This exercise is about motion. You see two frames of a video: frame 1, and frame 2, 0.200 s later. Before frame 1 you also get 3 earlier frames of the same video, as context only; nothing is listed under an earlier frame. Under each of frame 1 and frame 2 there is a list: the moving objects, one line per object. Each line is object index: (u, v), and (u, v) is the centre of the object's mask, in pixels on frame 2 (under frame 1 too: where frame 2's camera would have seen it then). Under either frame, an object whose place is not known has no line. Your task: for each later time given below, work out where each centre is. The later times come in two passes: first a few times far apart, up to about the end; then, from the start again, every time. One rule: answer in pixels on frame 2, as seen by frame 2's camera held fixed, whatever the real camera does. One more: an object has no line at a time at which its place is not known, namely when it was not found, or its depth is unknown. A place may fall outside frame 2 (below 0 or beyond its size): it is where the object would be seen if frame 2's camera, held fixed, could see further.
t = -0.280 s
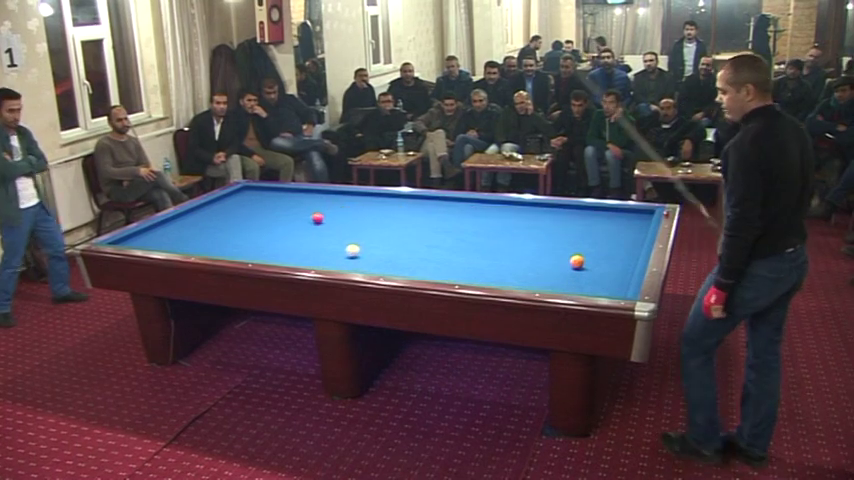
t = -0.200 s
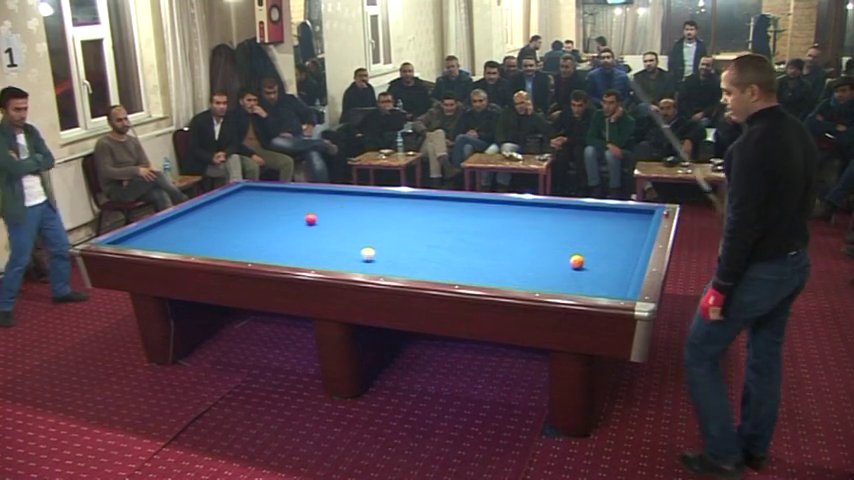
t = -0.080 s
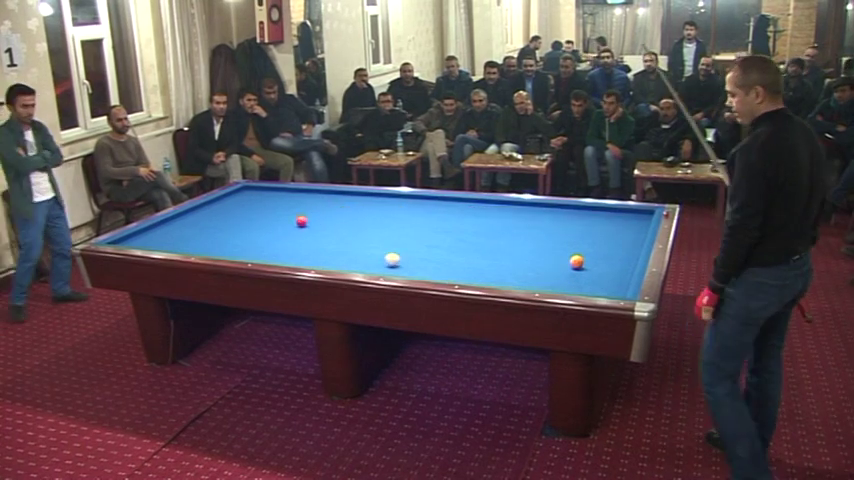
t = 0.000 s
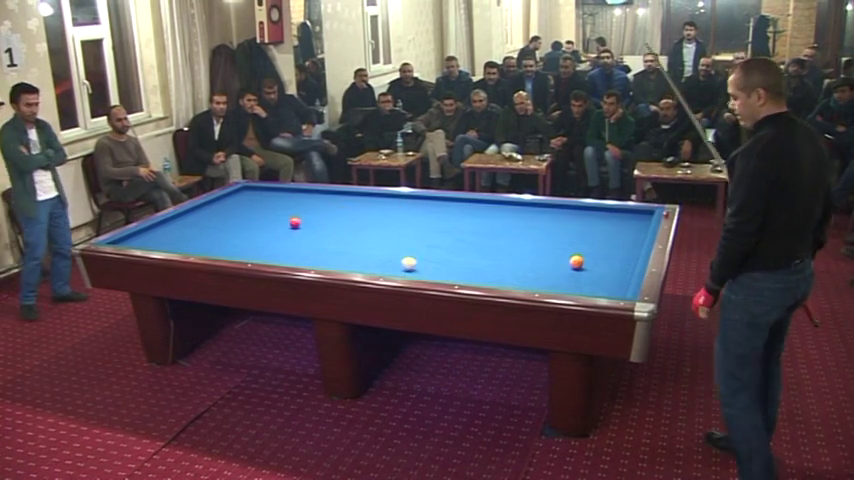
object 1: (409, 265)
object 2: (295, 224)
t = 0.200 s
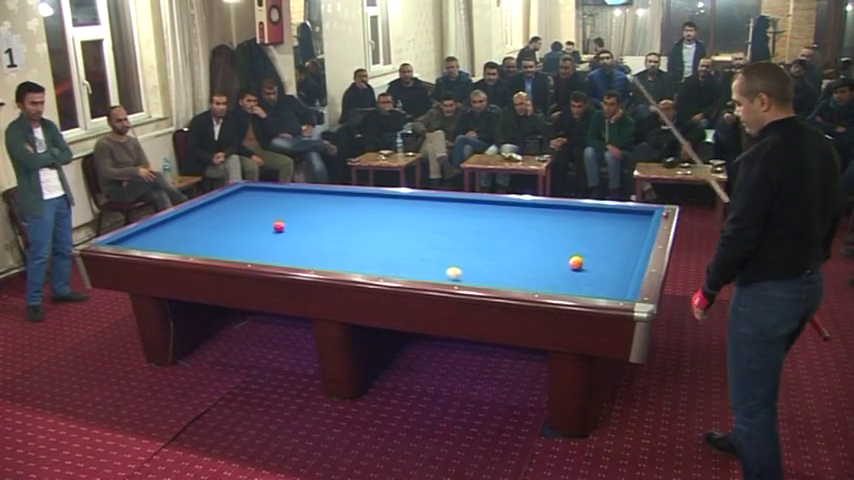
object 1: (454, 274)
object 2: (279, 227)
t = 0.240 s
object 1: (463, 275)
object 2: (276, 227)
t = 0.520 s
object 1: (531, 284)
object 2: (253, 232)
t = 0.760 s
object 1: (593, 288)
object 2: (234, 235)
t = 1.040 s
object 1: (593, 282)
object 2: (212, 240)
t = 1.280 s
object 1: (562, 274)
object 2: (194, 244)
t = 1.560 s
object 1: (530, 265)
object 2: (173, 246)
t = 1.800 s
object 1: (505, 258)
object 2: (165, 246)
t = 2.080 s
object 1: (477, 250)
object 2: (164, 244)
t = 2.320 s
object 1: (455, 243)
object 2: (164, 243)
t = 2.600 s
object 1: (431, 237)
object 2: (163, 239)
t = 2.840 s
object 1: (412, 231)
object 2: (163, 237)
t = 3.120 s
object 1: (392, 225)
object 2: (163, 234)
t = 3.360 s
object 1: (375, 220)
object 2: (163, 232)
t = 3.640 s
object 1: (358, 215)
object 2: (164, 230)
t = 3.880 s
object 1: (343, 212)
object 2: (166, 228)
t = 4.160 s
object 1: (328, 207)
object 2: (167, 226)
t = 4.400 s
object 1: (316, 204)
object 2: (168, 224)
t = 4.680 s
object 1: (303, 199)
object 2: (169, 222)
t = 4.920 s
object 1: (292, 197)
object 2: (170, 221)
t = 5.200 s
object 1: (280, 193)
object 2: (171, 220)
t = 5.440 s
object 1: (270, 190)
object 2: (172, 219)
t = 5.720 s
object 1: (259, 188)
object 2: (173, 218)
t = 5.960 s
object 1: (247, 188)
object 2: (173, 217)
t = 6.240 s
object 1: (244, 189)
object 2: (175, 216)
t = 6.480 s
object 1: (248, 190)
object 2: (177, 216)
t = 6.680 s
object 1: (251, 191)
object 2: (178, 216)
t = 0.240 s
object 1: (463, 275)
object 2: (276, 227)
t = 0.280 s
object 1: (472, 276)
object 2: (273, 228)
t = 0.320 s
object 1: (481, 278)
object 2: (269, 228)
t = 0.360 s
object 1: (491, 280)
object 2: (266, 229)
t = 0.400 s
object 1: (501, 281)
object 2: (263, 230)
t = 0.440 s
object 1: (511, 282)
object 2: (260, 230)
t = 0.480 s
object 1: (521, 283)
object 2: (256, 231)
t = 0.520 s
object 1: (531, 284)
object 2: (253, 232)
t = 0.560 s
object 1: (542, 284)
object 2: (250, 232)
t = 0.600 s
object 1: (552, 285)
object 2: (247, 233)
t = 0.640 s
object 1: (562, 286)
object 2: (244, 234)
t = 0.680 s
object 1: (572, 286)
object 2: (241, 234)
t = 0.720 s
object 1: (583, 287)
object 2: (238, 235)
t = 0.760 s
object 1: (593, 288)
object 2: (234, 235)
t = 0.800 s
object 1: (604, 288)
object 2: (231, 236)
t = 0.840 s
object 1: (614, 289)
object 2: (228, 237)
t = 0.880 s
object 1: (620, 289)
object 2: (225, 237)
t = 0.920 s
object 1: (612, 287)
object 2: (222, 238)
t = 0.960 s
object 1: (605, 286)
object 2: (219, 239)
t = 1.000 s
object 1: (598, 284)
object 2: (216, 239)
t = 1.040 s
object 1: (593, 282)
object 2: (212, 240)
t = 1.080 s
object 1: (588, 281)
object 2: (209, 240)
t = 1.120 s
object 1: (583, 279)
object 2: (206, 241)
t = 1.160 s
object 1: (578, 278)
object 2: (203, 242)
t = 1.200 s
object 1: (572, 277)
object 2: (200, 243)
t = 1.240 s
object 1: (567, 276)
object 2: (197, 243)
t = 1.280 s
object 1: (562, 274)
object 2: (194, 244)
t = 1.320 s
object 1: (557, 273)
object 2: (191, 244)
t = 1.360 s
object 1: (553, 271)
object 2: (188, 245)
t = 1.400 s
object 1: (548, 270)
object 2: (185, 245)
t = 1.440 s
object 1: (544, 268)
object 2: (182, 246)
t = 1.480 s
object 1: (540, 267)
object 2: (179, 246)
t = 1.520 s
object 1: (535, 266)
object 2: (176, 246)
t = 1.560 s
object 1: (530, 265)
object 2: (173, 246)
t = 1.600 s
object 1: (526, 264)
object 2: (170, 247)
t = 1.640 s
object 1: (522, 262)
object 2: (167, 247)
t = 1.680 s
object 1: (518, 261)
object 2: (165, 247)
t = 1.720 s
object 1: (513, 260)
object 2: (165, 247)
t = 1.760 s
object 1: (509, 259)
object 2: (165, 247)
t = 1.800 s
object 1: (505, 258)
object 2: (165, 246)
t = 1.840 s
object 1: (501, 256)
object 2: (165, 246)
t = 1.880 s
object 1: (497, 255)
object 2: (165, 246)
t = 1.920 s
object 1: (492, 254)
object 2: (165, 246)
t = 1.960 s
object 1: (489, 253)
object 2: (165, 245)
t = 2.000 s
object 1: (485, 252)
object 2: (164, 245)
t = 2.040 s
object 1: (481, 251)
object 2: (164, 245)
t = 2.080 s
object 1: (477, 250)
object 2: (164, 244)
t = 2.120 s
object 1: (473, 248)
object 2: (164, 244)
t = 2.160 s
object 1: (470, 247)
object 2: (164, 244)
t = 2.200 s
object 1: (466, 246)
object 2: (164, 244)
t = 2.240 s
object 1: (462, 245)
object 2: (164, 243)
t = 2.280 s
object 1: (459, 244)
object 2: (164, 243)
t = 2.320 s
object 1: (455, 243)
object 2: (164, 243)
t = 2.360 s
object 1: (452, 243)
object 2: (163, 242)
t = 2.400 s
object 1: (448, 241)
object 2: (164, 242)
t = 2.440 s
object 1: (445, 240)
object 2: (163, 241)
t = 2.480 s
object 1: (441, 239)
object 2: (163, 241)
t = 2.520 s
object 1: (438, 238)
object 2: (163, 241)
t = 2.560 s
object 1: (435, 237)
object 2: (163, 240)
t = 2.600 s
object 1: (431, 237)
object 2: (163, 239)
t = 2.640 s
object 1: (428, 235)
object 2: (163, 239)
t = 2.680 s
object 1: (425, 234)
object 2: (163, 239)
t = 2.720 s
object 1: (422, 234)
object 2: (163, 238)
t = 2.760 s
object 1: (419, 233)
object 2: (163, 238)
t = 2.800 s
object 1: (416, 232)
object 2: (163, 237)
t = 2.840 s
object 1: (412, 231)
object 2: (163, 237)
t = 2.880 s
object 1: (409, 230)
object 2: (163, 237)
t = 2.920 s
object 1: (406, 229)
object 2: (163, 237)
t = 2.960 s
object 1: (403, 229)
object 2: (163, 236)
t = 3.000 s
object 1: (400, 227)
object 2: (163, 235)
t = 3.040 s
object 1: (397, 227)
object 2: (163, 235)
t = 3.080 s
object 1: (395, 226)
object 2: (163, 235)
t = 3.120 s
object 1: (392, 225)
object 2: (163, 234)
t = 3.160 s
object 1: (389, 224)
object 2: (163, 234)
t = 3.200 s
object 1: (386, 223)
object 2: (163, 234)
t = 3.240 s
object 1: (384, 222)
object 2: (163, 234)
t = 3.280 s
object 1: (381, 222)
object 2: (163, 233)
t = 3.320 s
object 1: (378, 221)
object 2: (163, 233)
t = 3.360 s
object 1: (375, 220)
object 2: (163, 232)
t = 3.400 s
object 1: (373, 220)
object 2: (163, 232)
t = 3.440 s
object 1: (370, 219)
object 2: (163, 232)
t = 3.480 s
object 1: (368, 218)
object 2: (163, 231)
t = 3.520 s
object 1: (365, 217)
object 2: (163, 231)
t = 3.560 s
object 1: (363, 217)
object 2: (164, 231)
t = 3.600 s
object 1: (360, 216)
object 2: (164, 230)
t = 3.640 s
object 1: (358, 215)
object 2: (164, 230)
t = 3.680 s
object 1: (355, 215)
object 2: (164, 229)
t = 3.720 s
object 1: (353, 214)
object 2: (165, 229)
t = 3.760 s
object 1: (350, 213)
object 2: (165, 229)
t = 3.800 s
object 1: (348, 213)
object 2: (165, 229)
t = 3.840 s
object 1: (346, 212)
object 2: (165, 229)
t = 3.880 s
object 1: (343, 212)
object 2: (166, 228)
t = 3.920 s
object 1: (341, 211)
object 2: (166, 228)
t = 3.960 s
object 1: (339, 210)
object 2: (166, 227)
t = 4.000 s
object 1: (337, 209)
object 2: (166, 227)
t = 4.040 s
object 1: (335, 209)
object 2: (166, 227)
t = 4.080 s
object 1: (333, 208)
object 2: (166, 226)
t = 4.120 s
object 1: (330, 207)
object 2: (167, 226)
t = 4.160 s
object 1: (328, 207)
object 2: (167, 226)
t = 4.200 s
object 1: (326, 206)
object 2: (167, 226)
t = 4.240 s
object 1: (324, 206)
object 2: (167, 225)
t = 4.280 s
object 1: (322, 205)
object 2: (168, 225)
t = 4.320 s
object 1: (320, 205)
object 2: (168, 225)
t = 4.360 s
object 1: (318, 204)
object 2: (168, 224)
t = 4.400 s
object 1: (316, 204)
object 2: (168, 224)
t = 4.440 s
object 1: (314, 203)
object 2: (168, 224)
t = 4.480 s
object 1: (312, 202)
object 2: (168, 224)
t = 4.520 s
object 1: (310, 202)
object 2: (168, 223)
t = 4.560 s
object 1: (308, 201)
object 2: (168, 224)
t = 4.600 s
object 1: (306, 201)
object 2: (169, 223)
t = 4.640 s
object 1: (304, 200)
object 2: (169, 223)
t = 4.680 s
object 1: (303, 199)
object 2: (169, 222)
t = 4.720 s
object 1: (301, 199)
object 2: (169, 222)
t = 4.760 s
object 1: (299, 198)
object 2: (169, 222)
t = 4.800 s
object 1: (297, 198)
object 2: (169, 222)
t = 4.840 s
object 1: (295, 198)
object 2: (169, 222)
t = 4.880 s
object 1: (294, 197)
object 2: (170, 222)
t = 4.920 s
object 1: (292, 197)
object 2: (170, 221)
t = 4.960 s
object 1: (290, 196)
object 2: (170, 221)
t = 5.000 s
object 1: (288, 196)
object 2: (170, 221)
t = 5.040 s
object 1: (287, 195)
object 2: (170, 221)
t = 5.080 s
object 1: (285, 195)
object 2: (170, 221)
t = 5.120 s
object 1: (283, 194)
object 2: (171, 220)
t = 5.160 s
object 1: (281, 194)
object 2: (170, 220)
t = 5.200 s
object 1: (280, 193)
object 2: (171, 220)
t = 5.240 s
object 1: (278, 193)
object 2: (171, 220)
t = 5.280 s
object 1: (276, 193)
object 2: (171, 220)
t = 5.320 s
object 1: (275, 192)
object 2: (172, 220)
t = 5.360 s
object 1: (273, 192)
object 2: (172, 219)
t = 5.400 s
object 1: (272, 191)
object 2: (172, 219)
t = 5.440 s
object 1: (270, 190)
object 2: (172, 219)
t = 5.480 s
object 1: (269, 190)
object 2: (172, 219)
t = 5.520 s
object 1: (267, 190)
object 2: (172, 219)
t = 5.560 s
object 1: (266, 189)
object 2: (172, 218)
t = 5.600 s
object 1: (264, 189)
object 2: (172, 218)
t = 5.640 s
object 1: (262, 189)
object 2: (172, 218)
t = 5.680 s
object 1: (261, 188)
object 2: (173, 218)
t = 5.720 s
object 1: (259, 188)
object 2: (173, 218)
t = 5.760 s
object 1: (257, 188)
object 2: (173, 218)
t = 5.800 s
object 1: (255, 188)
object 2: (173, 218)
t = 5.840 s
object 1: (253, 188)
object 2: (173, 217)
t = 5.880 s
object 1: (251, 188)
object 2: (173, 217)
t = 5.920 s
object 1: (249, 188)
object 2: (173, 217)
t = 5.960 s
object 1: (247, 188)
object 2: (173, 217)
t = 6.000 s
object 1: (245, 188)
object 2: (174, 217)
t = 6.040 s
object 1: (243, 188)
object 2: (174, 217)
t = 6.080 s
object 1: (241, 188)
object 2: (174, 217)
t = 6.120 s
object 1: (242, 188)
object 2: (174, 216)
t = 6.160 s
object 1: (243, 188)
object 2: (175, 216)
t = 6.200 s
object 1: (244, 188)
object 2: (175, 216)
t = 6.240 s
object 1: (244, 189)
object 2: (175, 216)
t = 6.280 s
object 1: (245, 189)
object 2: (175, 216)
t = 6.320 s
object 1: (246, 189)
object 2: (176, 216)
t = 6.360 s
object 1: (246, 189)
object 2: (176, 216)
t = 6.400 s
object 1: (247, 189)
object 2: (176, 216)
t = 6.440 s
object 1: (247, 190)
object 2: (176, 216)
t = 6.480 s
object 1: (248, 190)
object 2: (177, 216)
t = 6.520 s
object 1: (249, 190)
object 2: (177, 216)
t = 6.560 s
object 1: (249, 191)
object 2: (177, 216)
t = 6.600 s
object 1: (250, 191)
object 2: (177, 216)
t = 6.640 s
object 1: (250, 191)
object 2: (177, 216)
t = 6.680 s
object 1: (251, 191)
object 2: (178, 216)
